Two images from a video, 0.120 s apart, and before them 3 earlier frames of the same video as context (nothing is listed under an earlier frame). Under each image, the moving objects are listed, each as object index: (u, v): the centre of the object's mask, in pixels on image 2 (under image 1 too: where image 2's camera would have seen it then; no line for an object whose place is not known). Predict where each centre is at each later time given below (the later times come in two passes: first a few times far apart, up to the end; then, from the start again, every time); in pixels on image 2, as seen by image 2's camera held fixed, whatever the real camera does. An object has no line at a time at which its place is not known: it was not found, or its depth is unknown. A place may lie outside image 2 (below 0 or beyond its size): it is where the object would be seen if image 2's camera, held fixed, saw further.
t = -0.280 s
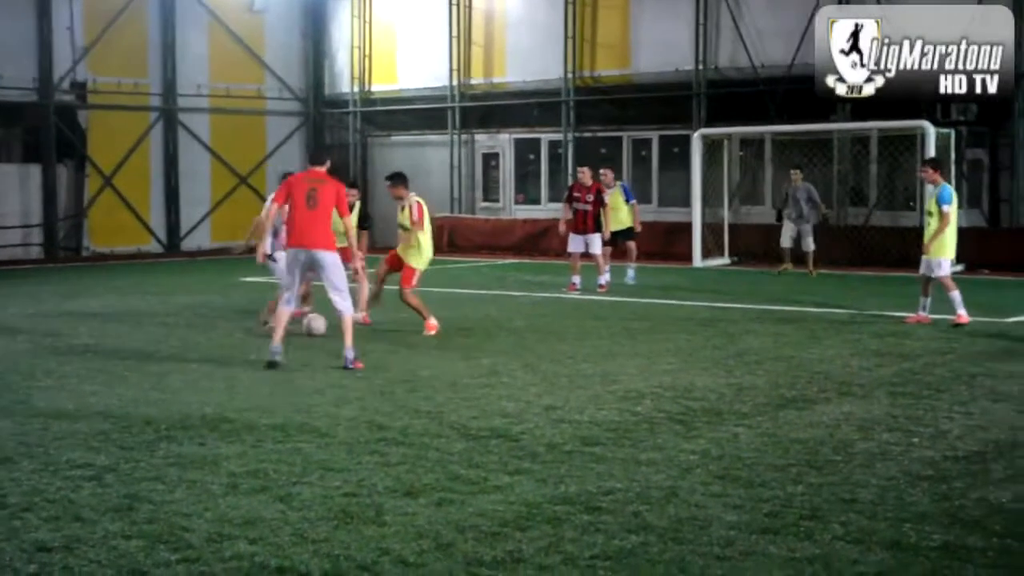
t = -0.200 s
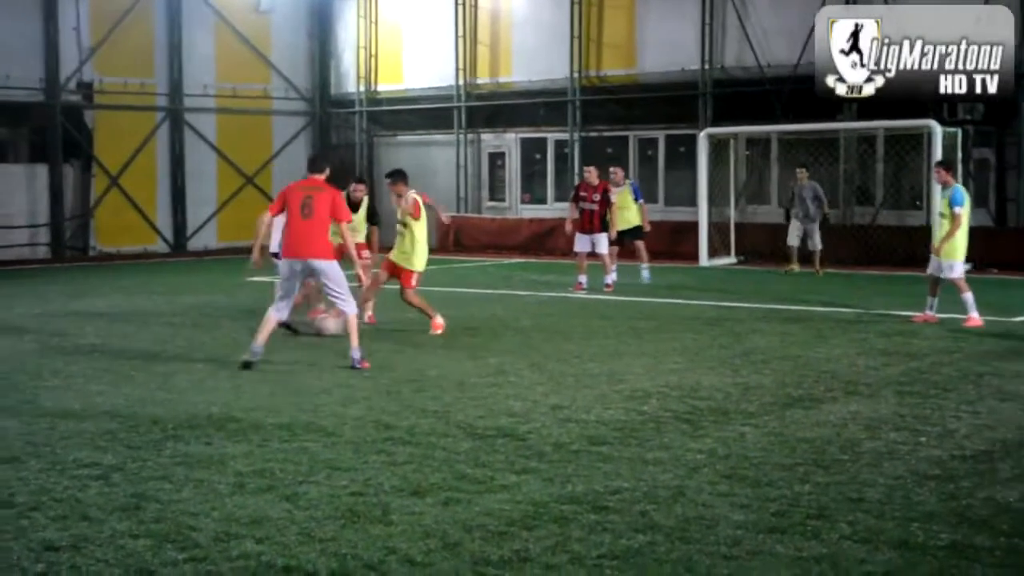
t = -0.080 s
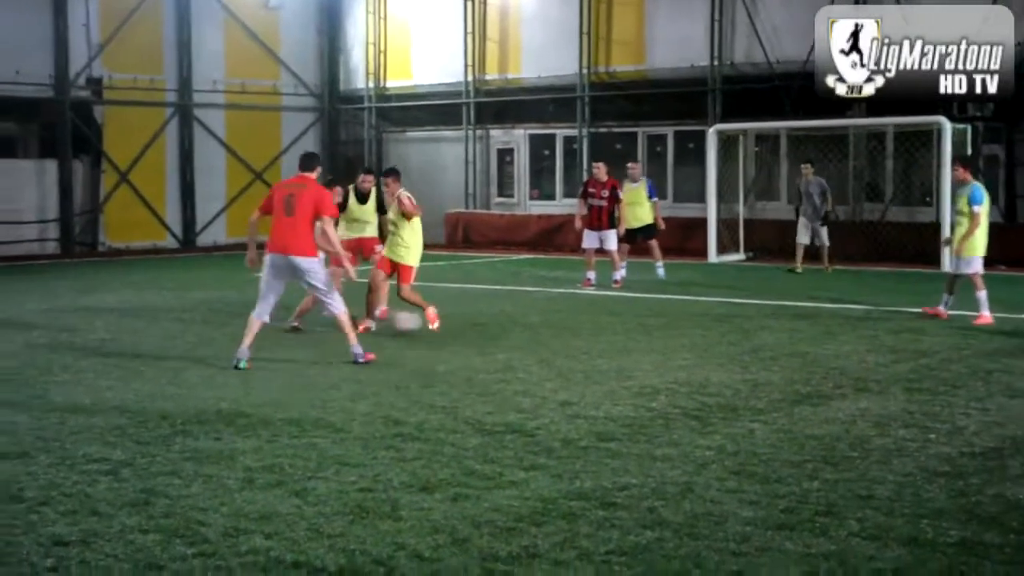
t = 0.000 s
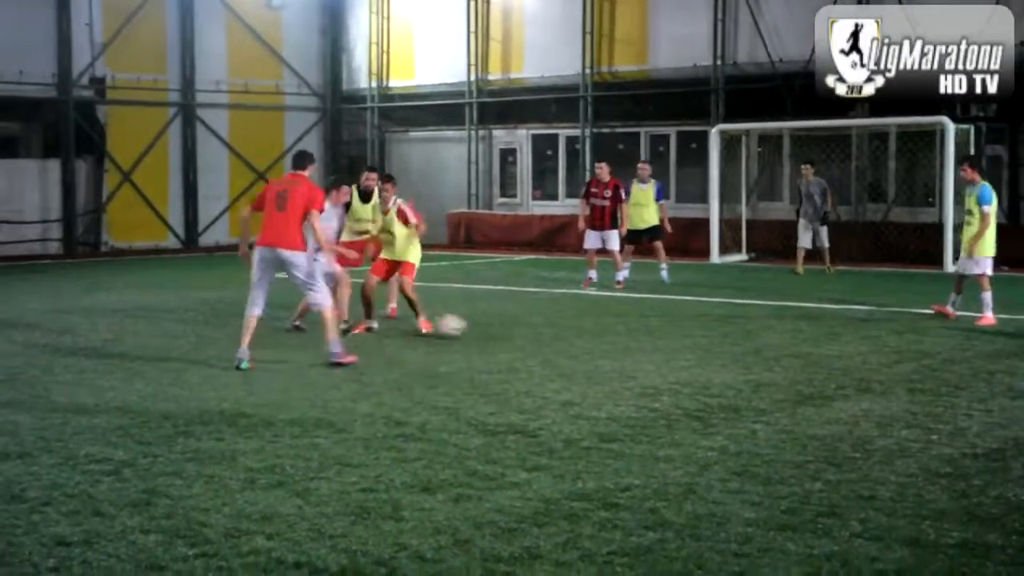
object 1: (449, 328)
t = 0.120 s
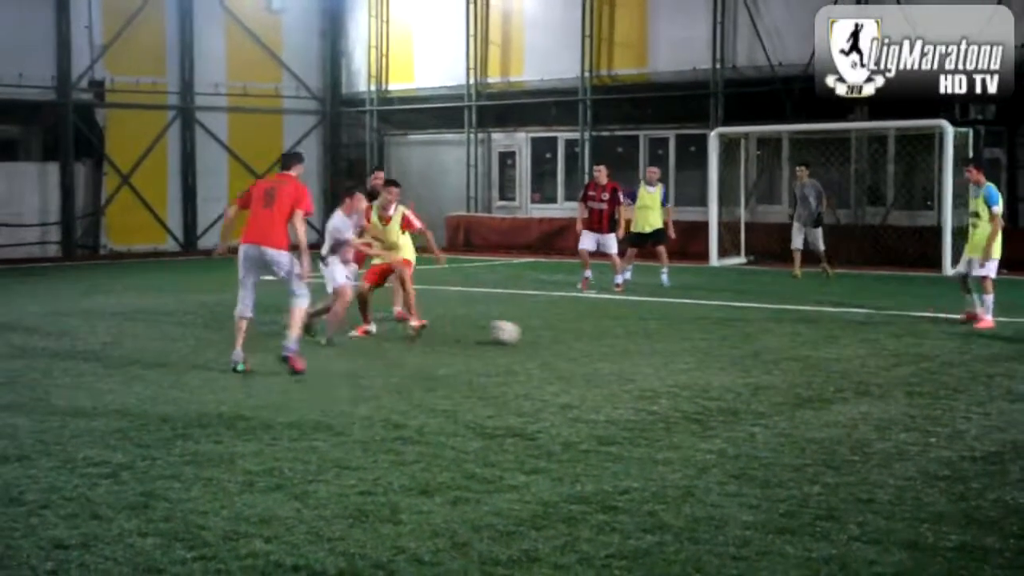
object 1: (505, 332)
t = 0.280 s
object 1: (566, 335)
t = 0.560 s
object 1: (651, 341)
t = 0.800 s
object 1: (725, 345)
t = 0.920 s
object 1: (762, 347)
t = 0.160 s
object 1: (522, 332)
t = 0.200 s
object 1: (537, 332)
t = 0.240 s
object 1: (552, 334)
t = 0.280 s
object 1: (566, 335)
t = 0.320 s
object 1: (579, 335)
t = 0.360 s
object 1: (592, 337)
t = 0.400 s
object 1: (604, 337)
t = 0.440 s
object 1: (616, 337)
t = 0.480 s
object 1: (628, 339)
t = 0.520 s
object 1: (639, 340)
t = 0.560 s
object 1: (651, 341)
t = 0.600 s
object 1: (664, 342)
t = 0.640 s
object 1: (676, 341)
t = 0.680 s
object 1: (688, 342)
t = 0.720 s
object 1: (700, 344)
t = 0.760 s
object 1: (712, 344)
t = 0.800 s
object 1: (725, 345)
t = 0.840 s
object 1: (737, 346)
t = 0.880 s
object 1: (749, 346)
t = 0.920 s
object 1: (762, 347)
